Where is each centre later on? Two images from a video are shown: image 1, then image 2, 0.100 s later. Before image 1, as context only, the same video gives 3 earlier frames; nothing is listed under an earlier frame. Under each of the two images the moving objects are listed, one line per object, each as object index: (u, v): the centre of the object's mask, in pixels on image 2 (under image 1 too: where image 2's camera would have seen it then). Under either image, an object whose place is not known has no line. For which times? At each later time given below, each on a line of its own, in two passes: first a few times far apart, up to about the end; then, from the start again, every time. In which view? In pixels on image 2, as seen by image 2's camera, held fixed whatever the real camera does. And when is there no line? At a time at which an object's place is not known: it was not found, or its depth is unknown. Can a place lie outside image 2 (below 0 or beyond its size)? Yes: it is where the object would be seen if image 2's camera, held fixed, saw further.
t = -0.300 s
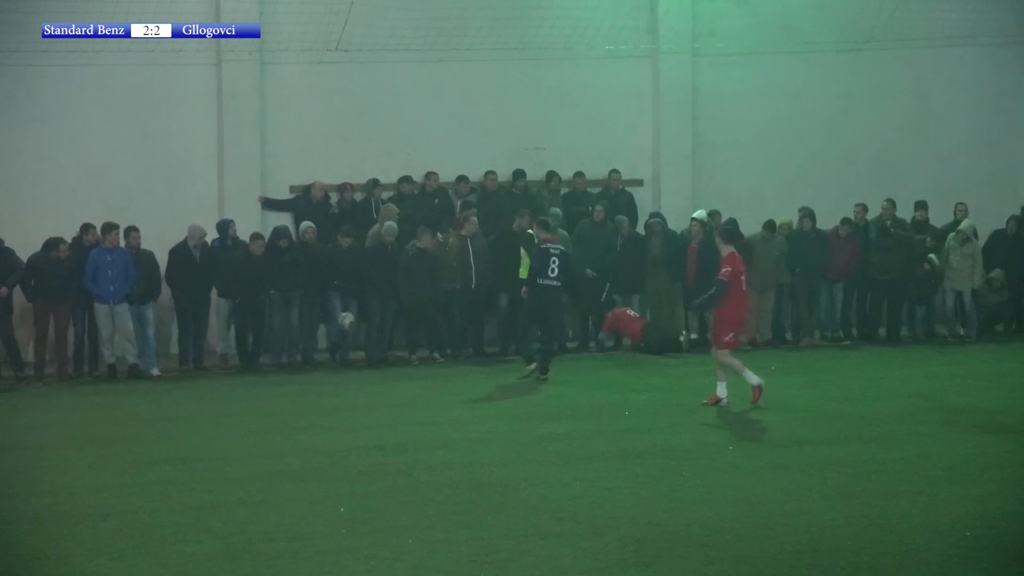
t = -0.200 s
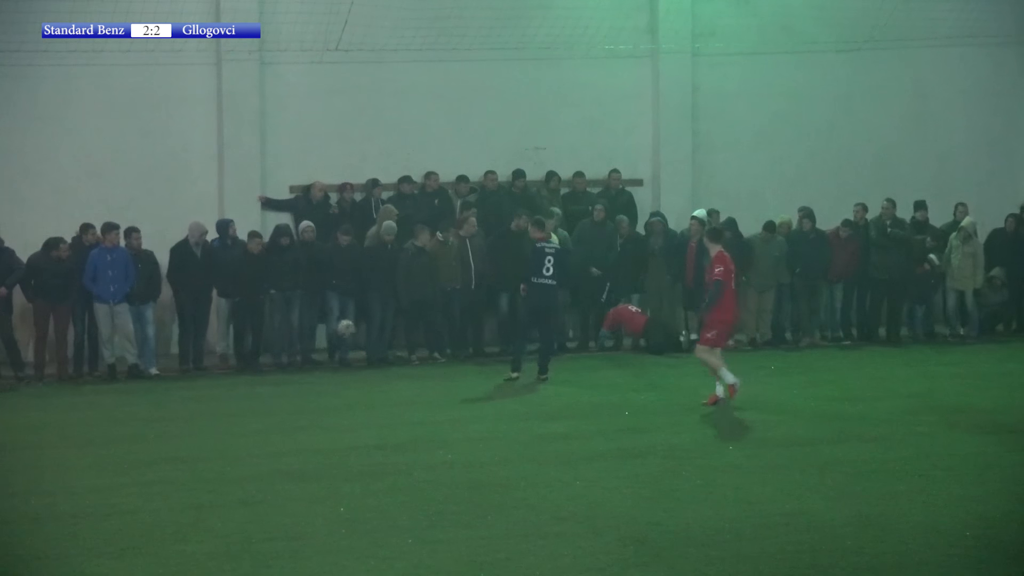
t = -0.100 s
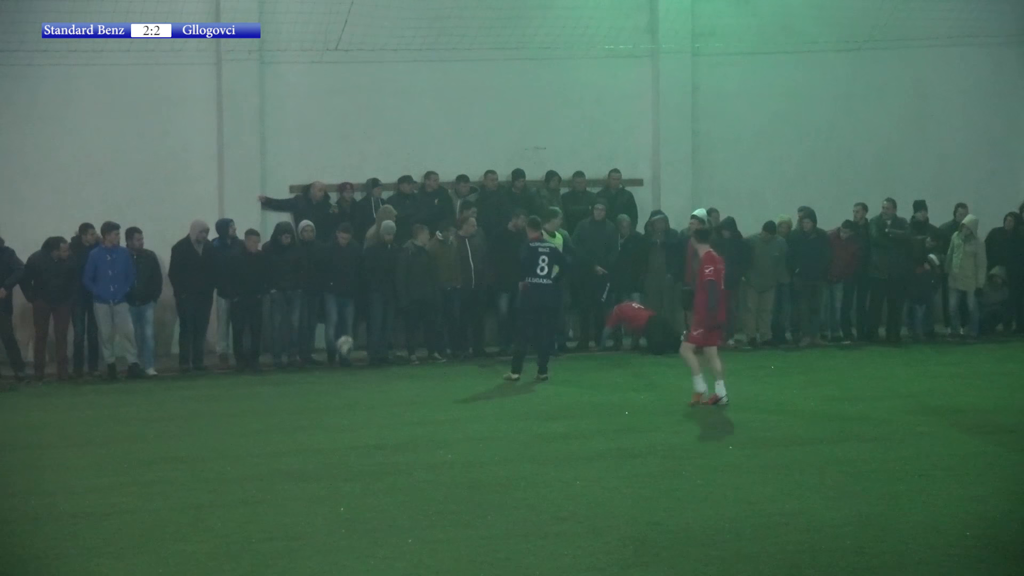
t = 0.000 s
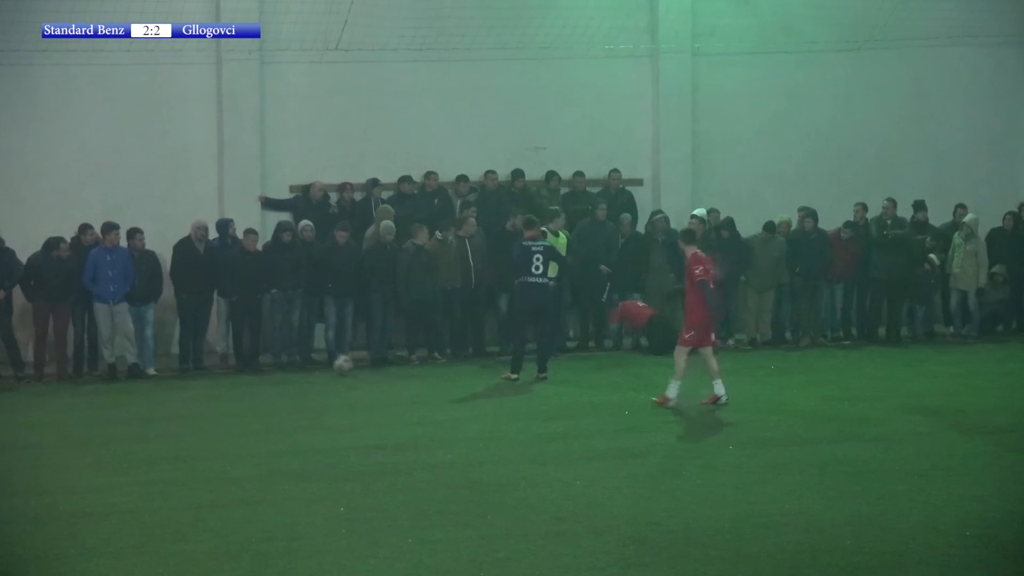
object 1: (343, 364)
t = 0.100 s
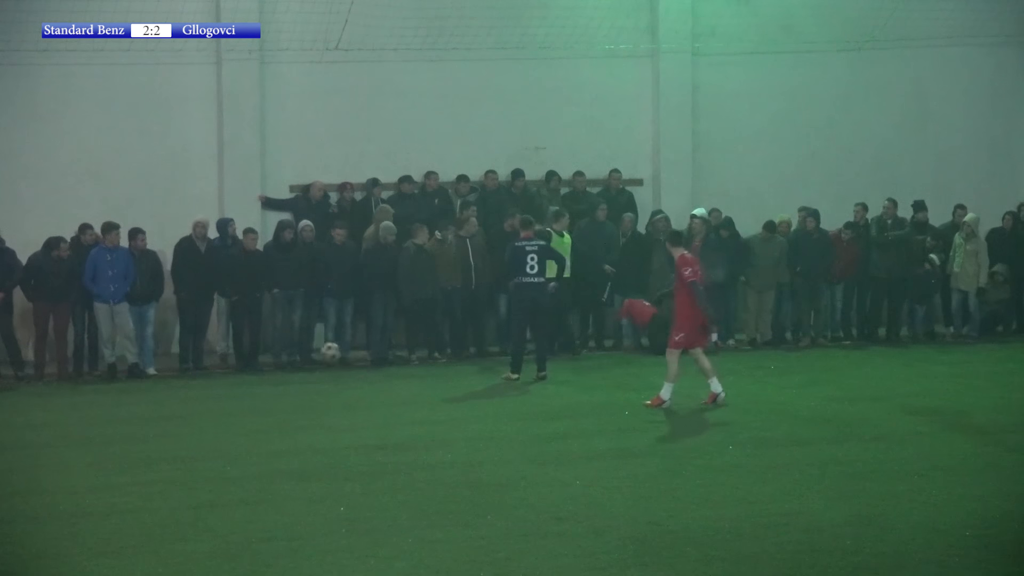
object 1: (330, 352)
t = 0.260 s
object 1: (311, 350)
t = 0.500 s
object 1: (279, 372)
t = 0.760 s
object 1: (249, 380)
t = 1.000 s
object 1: (221, 386)
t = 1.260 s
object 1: (185, 396)
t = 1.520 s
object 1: (151, 404)
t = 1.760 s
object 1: (116, 410)
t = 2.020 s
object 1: (77, 417)
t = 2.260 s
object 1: (41, 423)
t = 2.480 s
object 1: (11, 428)
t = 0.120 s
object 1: (327, 351)
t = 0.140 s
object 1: (325, 350)
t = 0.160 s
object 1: (323, 350)
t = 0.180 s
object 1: (320, 350)
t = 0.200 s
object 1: (317, 349)
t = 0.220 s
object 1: (316, 349)
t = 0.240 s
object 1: (313, 349)
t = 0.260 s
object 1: (311, 350)
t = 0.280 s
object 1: (307, 351)
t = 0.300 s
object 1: (305, 353)
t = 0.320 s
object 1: (302, 355)
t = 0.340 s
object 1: (300, 357)
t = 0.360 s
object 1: (297, 360)
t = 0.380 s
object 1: (295, 363)
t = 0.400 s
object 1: (292, 366)
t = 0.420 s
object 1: (289, 368)
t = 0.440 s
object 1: (287, 373)
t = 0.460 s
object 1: (284, 376)
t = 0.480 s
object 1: (282, 373)
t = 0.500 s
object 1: (279, 372)
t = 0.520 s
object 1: (278, 370)
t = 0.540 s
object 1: (275, 369)
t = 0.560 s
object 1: (273, 369)
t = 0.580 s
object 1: (270, 368)
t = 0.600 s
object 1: (268, 368)
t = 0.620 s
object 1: (266, 368)
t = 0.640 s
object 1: (263, 369)
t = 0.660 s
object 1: (261, 370)
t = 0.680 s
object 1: (259, 371)
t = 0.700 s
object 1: (257, 373)
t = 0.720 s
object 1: (254, 375)
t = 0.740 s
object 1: (252, 377)
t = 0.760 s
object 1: (249, 380)
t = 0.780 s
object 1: (247, 384)
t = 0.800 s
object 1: (245, 385)
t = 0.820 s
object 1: (243, 384)
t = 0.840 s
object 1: (241, 382)
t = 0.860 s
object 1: (237, 381)
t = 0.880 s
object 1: (235, 380)
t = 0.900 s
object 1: (232, 381)
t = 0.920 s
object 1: (230, 381)
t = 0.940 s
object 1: (227, 382)
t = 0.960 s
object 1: (225, 383)
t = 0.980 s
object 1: (222, 384)
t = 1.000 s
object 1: (221, 386)
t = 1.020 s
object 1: (218, 389)
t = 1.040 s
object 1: (216, 391)
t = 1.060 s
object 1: (213, 392)
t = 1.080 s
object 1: (210, 391)
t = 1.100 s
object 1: (208, 391)
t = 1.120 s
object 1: (205, 390)
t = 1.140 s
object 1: (202, 390)
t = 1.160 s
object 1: (200, 391)
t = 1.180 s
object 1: (197, 391)
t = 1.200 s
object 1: (194, 392)
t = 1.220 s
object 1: (191, 394)
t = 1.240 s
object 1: (189, 396)
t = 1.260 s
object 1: (185, 396)
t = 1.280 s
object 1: (183, 397)
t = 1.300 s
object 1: (180, 396)
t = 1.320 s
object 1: (178, 396)
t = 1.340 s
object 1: (175, 397)
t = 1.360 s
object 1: (172, 398)
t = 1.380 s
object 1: (170, 400)
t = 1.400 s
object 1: (167, 402)
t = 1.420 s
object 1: (164, 402)
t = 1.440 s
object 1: (161, 402)
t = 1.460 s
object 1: (159, 402)
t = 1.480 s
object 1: (156, 402)
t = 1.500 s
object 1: (152, 404)
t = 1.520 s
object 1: (151, 404)
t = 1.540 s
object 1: (147, 404)
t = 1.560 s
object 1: (145, 405)
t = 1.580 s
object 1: (142, 405)
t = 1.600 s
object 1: (140, 406)
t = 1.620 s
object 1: (136, 406)
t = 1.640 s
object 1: (133, 407)
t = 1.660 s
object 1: (130, 408)
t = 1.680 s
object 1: (127, 408)
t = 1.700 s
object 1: (125, 409)
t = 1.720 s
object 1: (122, 409)
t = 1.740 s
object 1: (118, 409)
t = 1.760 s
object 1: (116, 410)
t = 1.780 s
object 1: (113, 410)
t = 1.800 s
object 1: (110, 411)
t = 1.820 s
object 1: (107, 411)
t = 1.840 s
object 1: (104, 412)
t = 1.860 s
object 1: (101, 413)
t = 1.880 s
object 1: (99, 413)
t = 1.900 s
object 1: (95, 413)
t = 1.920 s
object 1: (92, 414)
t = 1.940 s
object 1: (89, 414)
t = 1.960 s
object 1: (86, 415)
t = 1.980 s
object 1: (83, 416)
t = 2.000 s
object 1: (81, 416)
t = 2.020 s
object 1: (77, 417)
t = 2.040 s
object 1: (74, 417)
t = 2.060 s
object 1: (72, 418)
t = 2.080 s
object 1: (68, 418)
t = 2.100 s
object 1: (66, 419)
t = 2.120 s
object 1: (63, 419)
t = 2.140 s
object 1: (60, 419)
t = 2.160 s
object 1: (57, 420)
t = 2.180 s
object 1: (54, 420)
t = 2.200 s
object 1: (51, 421)
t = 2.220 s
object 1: (48, 422)
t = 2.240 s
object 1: (45, 422)
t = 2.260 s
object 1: (41, 423)
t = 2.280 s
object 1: (38, 424)
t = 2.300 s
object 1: (35, 424)
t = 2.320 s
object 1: (32, 425)
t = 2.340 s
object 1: (29, 425)
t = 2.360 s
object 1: (26, 425)
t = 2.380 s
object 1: (22, 426)
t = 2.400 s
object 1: (20, 426)
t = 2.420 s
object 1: (16, 426)
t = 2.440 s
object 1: (14, 427)
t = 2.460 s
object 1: (13, 428)
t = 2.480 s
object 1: (11, 428)
